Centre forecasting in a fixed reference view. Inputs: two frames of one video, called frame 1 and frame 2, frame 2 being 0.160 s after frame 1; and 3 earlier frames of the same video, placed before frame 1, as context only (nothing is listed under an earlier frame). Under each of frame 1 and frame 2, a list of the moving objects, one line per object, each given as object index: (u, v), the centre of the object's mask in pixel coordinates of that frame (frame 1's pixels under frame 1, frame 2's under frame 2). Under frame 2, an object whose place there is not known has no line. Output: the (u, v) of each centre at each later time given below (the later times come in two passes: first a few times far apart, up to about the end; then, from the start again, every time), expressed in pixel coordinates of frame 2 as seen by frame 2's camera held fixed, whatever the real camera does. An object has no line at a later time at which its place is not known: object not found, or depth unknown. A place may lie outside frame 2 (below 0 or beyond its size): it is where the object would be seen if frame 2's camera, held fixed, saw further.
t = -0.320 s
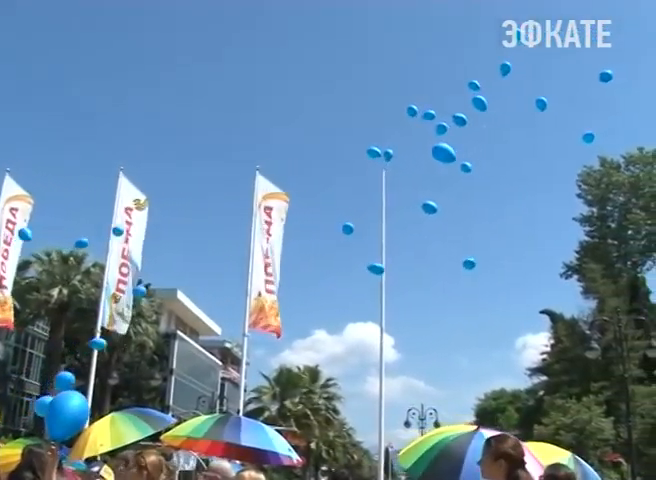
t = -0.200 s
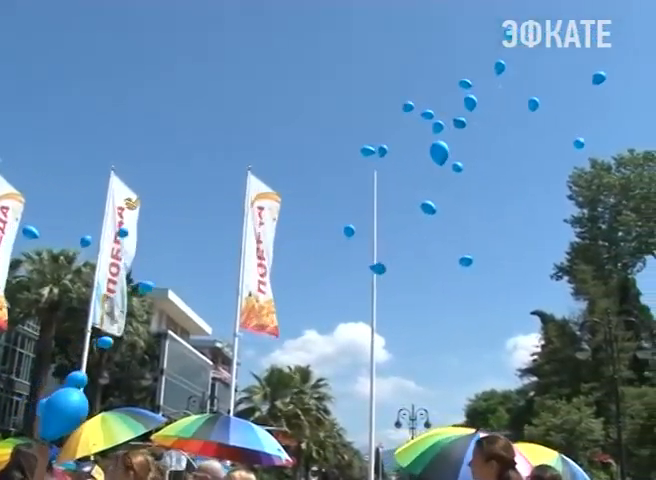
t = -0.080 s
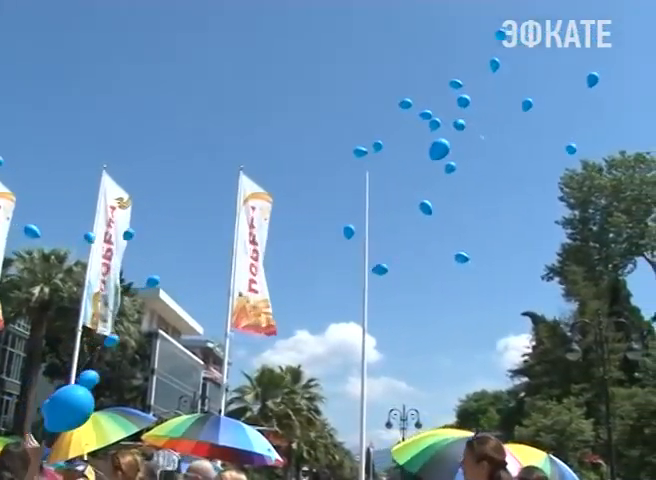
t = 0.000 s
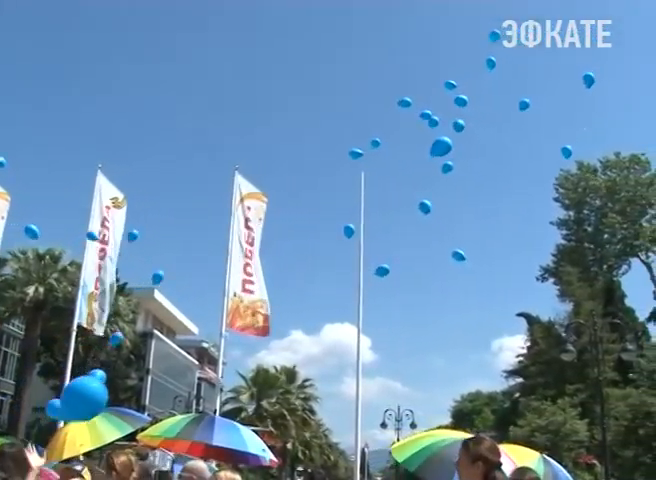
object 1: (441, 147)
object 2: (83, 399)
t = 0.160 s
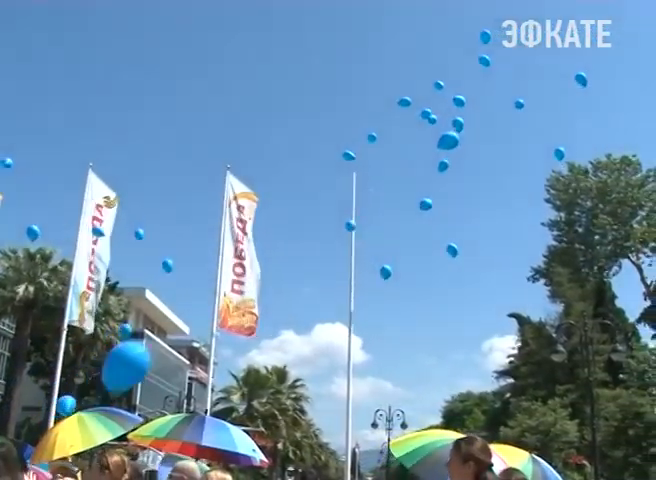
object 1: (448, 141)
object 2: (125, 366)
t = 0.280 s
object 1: (461, 136)
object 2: (166, 328)
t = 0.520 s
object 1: (483, 123)
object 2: (221, 259)
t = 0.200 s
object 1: (452, 139)
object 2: (140, 354)
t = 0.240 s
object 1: (456, 137)
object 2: (153, 342)
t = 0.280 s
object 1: (461, 136)
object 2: (166, 328)
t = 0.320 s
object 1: (465, 134)
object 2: (176, 314)
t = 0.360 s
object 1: (469, 132)
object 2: (186, 299)
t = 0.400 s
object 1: (473, 130)
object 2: (194, 287)
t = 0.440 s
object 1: (476, 127)
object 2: (201, 275)
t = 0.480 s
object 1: (480, 125)
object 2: (210, 266)
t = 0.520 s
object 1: (483, 123)
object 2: (221, 259)
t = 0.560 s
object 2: (231, 251)
